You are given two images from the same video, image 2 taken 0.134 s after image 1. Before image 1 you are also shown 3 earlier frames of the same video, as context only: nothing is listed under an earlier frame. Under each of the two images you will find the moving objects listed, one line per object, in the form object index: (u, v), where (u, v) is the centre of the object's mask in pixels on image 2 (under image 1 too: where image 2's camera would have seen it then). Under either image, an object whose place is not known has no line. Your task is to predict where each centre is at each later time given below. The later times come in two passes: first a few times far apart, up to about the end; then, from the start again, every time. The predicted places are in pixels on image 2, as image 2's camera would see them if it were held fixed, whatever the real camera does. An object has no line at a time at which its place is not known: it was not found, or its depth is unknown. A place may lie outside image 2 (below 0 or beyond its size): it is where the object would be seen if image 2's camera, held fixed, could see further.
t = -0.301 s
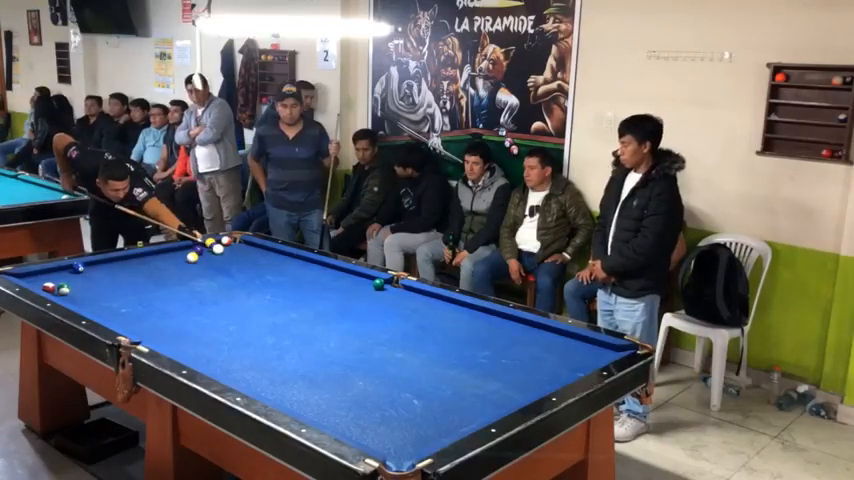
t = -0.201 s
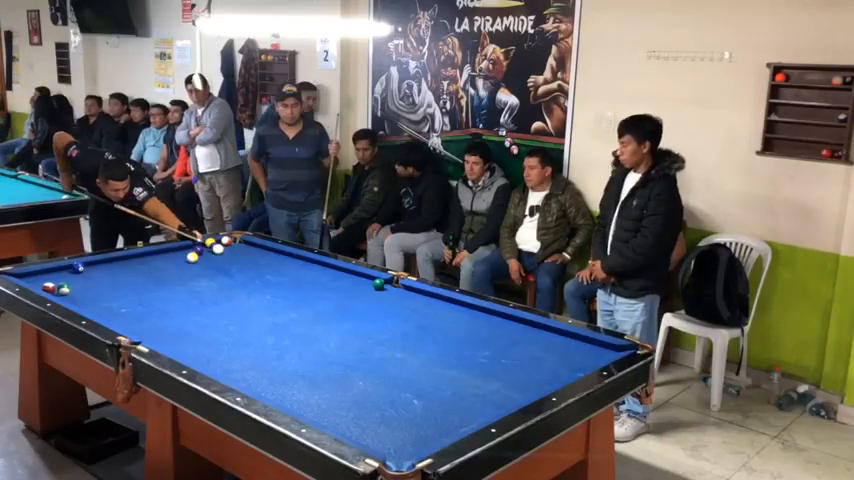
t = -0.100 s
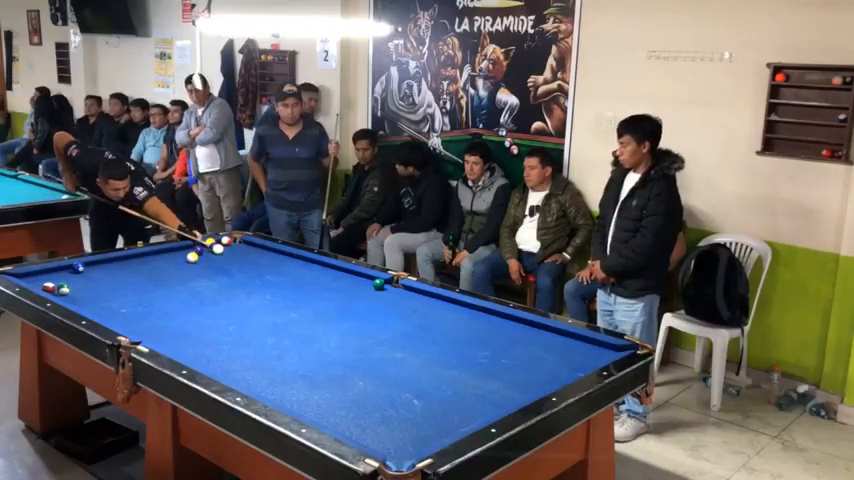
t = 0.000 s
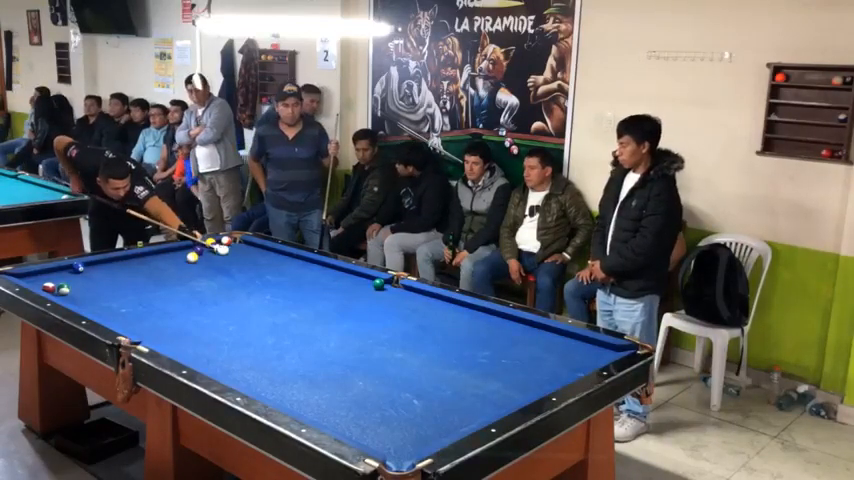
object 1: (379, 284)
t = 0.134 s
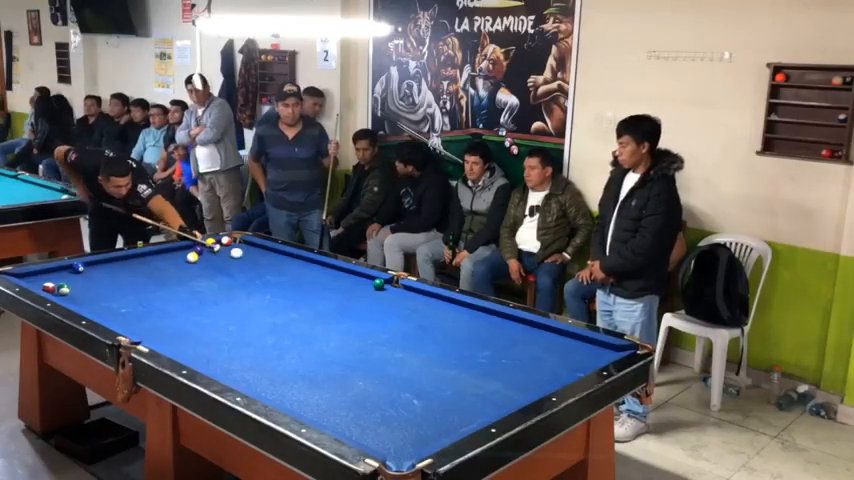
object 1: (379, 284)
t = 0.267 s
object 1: (379, 284)
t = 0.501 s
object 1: (379, 284)
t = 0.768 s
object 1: (379, 284)
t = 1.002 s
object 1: (379, 284)
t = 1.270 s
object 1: (379, 284)
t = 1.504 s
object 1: (386, 286)
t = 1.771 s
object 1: (403, 289)
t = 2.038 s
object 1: (419, 293)
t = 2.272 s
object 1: (428, 296)
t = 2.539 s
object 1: (436, 299)
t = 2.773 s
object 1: (443, 302)
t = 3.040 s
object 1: (452, 306)
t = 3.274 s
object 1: (457, 308)
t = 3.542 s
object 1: (464, 310)
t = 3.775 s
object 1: (469, 312)
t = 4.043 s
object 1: (474, 314)
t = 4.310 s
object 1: (477, 316)
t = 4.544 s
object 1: (479, 317)
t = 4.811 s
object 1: (481, 318)
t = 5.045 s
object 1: (482, 319)
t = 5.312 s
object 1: (482, 319)
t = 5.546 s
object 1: (483, 319)
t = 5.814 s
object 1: (482, 319)
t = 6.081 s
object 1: (482, 319)
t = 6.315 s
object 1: (482, 319)
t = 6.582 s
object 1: (483, 320)
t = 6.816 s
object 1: (483, 320)
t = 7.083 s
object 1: (483, 320)
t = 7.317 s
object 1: (483, 320)
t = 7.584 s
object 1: (482, 320)
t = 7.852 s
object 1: (483, 320)
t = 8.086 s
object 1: (483, 320)
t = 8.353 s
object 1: (482, 320)
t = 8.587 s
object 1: (483, 320)
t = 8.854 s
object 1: (483, 320)
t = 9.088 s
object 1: (483, 320)
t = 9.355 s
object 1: (483, 320)
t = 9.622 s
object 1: (483, 320)
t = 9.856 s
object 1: (482, 320)
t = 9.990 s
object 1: (483, 320)
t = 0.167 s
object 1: (379, 284)
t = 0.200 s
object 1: (379, 284)
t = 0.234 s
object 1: (379, 284)
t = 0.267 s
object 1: (379, 284)
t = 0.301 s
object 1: (379, 284)
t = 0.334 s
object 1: (379, 284)
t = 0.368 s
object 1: (379, 284)
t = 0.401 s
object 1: (379, 284)
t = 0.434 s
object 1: (379, 284)
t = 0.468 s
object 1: (379, 284)
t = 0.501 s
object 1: (379, 284)
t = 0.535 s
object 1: (379, 284)
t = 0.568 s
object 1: (379, 284)
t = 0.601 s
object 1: (379, 284)
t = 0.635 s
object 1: (379, 284)
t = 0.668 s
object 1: (379, 284)
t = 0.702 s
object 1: (379, 284)
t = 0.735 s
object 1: (379, 284)
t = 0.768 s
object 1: (379, 284)
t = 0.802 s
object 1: (379, 284)
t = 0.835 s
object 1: (379, 284)
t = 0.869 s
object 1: (379, 284)
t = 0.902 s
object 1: (379, 284)
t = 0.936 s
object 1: (379, 284)
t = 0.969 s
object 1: (379, 284)
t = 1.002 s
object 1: (379, 284)
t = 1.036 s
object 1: (379, 284)
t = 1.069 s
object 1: (379, 284)
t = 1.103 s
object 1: (379, 284)
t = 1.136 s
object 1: (379, 284)
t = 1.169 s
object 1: (379, 284)
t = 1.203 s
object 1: (379, 284)
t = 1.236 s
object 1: (379, 284)
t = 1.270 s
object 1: (379, 284)
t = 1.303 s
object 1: (379, 284)
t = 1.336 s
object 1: (379, 284)
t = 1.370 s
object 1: (379, 284)
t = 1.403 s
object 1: (380, 284)
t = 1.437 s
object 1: (381, 284)
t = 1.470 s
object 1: (383, 285)
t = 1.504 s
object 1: (386, 286)
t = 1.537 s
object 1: (388, 286)
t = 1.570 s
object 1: (390, 286)
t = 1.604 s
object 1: (393, 286)
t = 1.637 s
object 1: (395, 287)
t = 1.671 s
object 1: (397, 287)
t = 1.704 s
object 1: (400, 288)
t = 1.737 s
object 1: (401, 289)
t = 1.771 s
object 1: (403, 289)
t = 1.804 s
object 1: (405, 290)
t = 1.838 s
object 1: (408, 290)
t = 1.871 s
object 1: (410, 290)
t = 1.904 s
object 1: (413, 291)
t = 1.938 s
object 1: (415, 291)
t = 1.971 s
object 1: (417, 292)
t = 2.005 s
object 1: (418, 292)
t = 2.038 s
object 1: (419, 293)
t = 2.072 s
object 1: (421, 293)
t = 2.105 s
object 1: (422, 294)
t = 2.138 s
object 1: (423, 294)
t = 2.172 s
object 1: (424, 295)
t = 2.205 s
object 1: (425, 295)
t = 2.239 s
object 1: (427, 295)
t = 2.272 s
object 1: (428, 296)
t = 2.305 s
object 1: (429, 296)
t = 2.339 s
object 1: (430, 297)
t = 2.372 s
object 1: (431, 297)
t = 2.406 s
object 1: (432, 297)
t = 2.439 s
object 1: (433, 298)
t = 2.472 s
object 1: (434, 298)
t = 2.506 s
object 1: (435, 299)
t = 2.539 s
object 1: (436, 299)
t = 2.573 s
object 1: (437, 300)
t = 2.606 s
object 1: (439, 300)
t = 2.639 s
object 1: (439, 301)
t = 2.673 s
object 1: (441, 301)
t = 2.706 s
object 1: (441, 301)
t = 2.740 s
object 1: (443, 302)
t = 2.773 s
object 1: (443, 302)
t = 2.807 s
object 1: (444, 303)
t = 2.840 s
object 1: (445, 303)
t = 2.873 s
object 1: (447, 303)
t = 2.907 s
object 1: (448, 304)
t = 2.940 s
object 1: (449, 304)
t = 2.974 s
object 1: (450, 305)
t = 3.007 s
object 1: (451, 305)
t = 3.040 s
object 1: (452, 306)
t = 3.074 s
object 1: (453, 306)
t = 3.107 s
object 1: (454, 306)
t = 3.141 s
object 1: (454, 307)
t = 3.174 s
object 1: (455, 307)
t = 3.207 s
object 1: (456, 307)
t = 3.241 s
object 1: (456, 308)
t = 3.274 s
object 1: (457, 308)
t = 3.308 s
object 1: (458, 308)
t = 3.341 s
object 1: (459, 309)
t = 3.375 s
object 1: (460, 309)
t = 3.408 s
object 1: (461, 309)
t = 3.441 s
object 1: (462, 309)
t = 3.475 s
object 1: (462, 310)
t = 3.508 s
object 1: (463, 310)
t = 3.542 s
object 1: (464, 310)
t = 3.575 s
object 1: (465, 311)
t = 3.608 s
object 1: (466, 311)
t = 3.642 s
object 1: (466, 311)
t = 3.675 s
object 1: (467, 312)
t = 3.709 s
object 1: (468, 312)
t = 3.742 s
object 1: (468, 312)
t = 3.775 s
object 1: (469, 312)
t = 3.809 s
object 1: (470, 313)
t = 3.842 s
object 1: (470, 313)
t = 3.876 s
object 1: (471, 313)
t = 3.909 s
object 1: (472, 314)
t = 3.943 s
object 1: (472, 313)
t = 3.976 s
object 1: (473, 314)
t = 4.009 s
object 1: (473, 314)
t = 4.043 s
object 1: (474, 314)
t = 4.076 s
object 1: (474, 315)
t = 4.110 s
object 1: (475, 315)
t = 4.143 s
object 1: (475, 315)
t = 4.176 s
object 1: (476, 315)
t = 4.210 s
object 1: (476, 315)
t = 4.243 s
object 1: (477, 315)
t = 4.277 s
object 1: (477, 316)
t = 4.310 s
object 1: (477, 316)
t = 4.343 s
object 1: (478, 316)
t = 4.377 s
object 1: (478, 316)
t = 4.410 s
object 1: (478, 317)
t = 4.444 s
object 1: (478, 317)
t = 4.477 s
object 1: (479, 317)
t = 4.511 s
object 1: (479, 317)
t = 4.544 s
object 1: (479, 317)
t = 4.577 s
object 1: (480, 318)
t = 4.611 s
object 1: (480, 318)
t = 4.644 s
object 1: (481, 318)
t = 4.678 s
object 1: (481, 318)
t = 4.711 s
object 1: (481, 318)
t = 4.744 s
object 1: (481, 318)
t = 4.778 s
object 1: (481, 318)
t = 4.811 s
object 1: (481, 318)
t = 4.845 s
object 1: (482, 318)
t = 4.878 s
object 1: (482, 318)
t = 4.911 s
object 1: (482, 318)
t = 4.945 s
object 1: (482, 319)
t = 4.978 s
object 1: (482, 318)
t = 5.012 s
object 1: (482, 319)
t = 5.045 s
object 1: (482, 319)
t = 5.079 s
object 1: (482, 319)
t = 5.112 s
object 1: (482, 319)
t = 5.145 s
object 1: (482, 319)
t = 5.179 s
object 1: (482, 319)
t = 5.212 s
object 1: (482, 319)
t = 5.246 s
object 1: (482, 319)
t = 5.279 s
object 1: (482, 319)
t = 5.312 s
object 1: (482, 319)
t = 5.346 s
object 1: (483, 319)
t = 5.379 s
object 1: (483, 319)
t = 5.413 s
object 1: (483, 319)
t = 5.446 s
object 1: (482, 319)
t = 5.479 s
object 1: (483, 319)
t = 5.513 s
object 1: (483, 319)
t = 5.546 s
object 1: (483, 319)
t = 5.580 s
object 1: (482, 319)
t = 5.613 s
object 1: (483, 319)
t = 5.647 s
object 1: (483, 319)
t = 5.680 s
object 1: (482, 319)
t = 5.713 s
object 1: (483, 319)
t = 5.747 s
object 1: (483, 319)
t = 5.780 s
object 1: (482, 319)
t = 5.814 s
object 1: (482, 319)
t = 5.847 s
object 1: (482, 319)
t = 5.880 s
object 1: (482, 319)
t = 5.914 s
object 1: (482, 319)
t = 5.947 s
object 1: (482, 319)
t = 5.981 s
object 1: (482, 319)
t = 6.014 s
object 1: (482, 319)
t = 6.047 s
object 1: (482, 319)
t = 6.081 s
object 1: (482, 319)
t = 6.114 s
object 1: (482, 319)
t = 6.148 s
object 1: (482, 319)
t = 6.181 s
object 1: (482, 319)
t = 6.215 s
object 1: (482, 319)
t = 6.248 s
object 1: (482, 319)
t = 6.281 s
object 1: (482, 319)
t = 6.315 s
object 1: (482, 319)
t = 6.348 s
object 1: (482, 320)
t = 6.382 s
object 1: (482, 320)
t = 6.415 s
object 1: (482, 320)
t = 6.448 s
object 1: (482, 320)
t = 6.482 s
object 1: (482, 320)
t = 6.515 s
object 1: (483, 320)
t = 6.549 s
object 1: (482, 320)
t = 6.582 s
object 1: (483, 320)
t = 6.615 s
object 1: (482, 320)
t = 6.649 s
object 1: (483, 320)
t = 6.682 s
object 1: (483, 320)
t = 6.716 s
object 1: (483, 320)
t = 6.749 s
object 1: (483, 320)
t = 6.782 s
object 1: (483, 320)
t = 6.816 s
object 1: (483, 320)
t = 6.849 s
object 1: (483, 320)
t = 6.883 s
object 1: (483, 320)
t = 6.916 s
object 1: (483, 320)
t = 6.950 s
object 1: (482, 320)
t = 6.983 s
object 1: (482, 320)
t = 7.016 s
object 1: (483, 320)
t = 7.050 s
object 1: (483, 320)
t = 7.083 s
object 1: (483, 320)
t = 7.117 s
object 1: (483, 320)
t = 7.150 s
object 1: (482, 320)
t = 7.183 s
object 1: (483, 320)
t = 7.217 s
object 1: (483, 320)
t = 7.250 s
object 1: (483, 320)
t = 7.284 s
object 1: (483, 320)
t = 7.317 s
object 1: (483, 320)
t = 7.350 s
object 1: (483, 320)
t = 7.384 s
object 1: (482, 320)
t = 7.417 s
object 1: (482, 320)
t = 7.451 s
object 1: (483, 320)
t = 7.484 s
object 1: (483, 320)
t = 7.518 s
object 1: (482, 320)
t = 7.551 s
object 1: (482, 320)
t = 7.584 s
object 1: (482, 320)
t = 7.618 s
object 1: (482, 320)
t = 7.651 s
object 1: (483, 320)
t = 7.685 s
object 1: (483, 320)
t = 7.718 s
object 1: (483, 320)
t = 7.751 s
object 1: (483, 320)
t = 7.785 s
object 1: (483, 320)
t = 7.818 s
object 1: (483, 320)
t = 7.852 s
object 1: (483, 320)
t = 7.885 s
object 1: (483, 320)
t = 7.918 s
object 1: (483, 320)
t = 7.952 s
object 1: (483, 320)
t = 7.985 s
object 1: (483, 320)
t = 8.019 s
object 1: (483, 320)
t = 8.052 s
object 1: (483, 320)
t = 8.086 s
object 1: (483, 320)
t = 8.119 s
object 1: (483, 320)
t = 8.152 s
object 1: (483, 320)
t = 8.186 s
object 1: (483, 320)
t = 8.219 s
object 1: (483, 320)
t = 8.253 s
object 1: (483, 320)
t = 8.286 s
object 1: (483, 320)
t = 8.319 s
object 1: (483, 320)
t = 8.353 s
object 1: (482, 320)
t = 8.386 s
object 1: (482, 320)
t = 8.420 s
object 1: (483, 320)
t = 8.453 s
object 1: (482, 320)
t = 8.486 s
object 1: (483, 320)
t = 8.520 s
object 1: (483, 320)
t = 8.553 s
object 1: (483, 320)
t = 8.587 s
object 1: (483, 320)
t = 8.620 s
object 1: (483, 320)
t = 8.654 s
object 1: (483, 320)
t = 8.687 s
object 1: (482, 320)
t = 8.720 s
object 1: (483, 320)
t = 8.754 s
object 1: (483, 320)
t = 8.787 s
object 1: (483, 320)
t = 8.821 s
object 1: (483, 320)
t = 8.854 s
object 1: (483, 320)
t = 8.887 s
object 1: (483, 320)
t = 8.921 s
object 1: (483, 320)
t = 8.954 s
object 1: (483, 320)
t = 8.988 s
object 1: (483, 320)
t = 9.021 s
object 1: (483, 320)
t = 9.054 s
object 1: (483, 320)
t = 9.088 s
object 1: (483, 320)
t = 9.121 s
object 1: (483, 320)
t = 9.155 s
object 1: (483, 320)
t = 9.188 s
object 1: (482, 320)
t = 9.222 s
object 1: (483, 320)
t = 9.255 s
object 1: (483, 320)
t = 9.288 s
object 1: (483, 320)
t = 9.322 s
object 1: (483, 320)
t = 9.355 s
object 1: (483, 320)
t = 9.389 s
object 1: (483, 320)
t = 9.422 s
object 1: (483, 320)
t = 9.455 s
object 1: (483, 320)
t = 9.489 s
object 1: (483, 320)
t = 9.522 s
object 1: (483, 320)
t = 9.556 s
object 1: (483, 320)
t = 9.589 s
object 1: (483, 320)
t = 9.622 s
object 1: (483, 320)
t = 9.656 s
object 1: (483, 320)
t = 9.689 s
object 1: (482, 320)
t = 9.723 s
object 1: (483, 320)
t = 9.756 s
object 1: (483, 320)
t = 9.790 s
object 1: (482, 320)
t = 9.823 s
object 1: (483, 320)
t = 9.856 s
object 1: (482, 320)
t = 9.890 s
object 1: (482, 320)
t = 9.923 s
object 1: (483, 320)
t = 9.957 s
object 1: (483, 320)
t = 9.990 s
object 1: (483, 320)
